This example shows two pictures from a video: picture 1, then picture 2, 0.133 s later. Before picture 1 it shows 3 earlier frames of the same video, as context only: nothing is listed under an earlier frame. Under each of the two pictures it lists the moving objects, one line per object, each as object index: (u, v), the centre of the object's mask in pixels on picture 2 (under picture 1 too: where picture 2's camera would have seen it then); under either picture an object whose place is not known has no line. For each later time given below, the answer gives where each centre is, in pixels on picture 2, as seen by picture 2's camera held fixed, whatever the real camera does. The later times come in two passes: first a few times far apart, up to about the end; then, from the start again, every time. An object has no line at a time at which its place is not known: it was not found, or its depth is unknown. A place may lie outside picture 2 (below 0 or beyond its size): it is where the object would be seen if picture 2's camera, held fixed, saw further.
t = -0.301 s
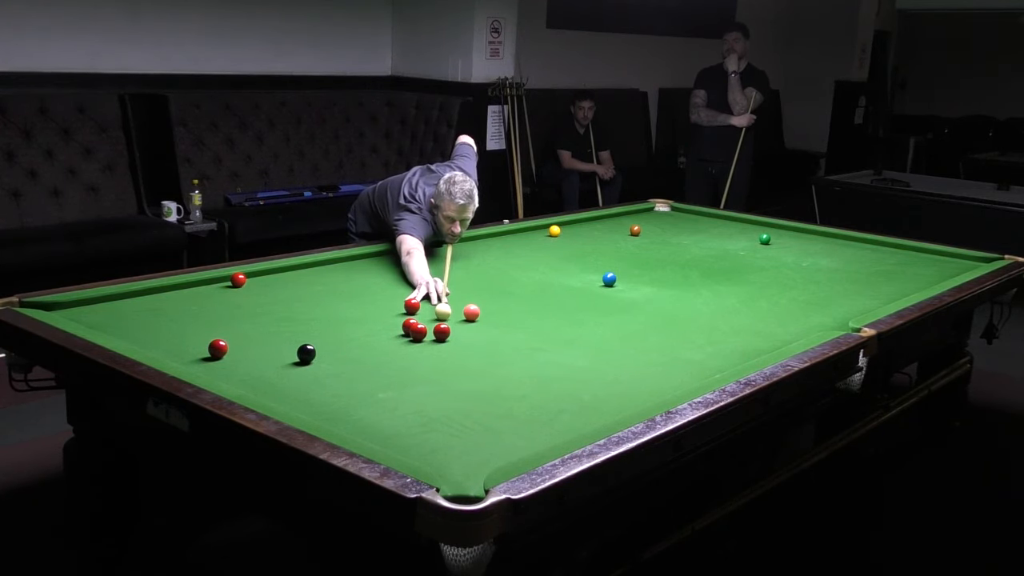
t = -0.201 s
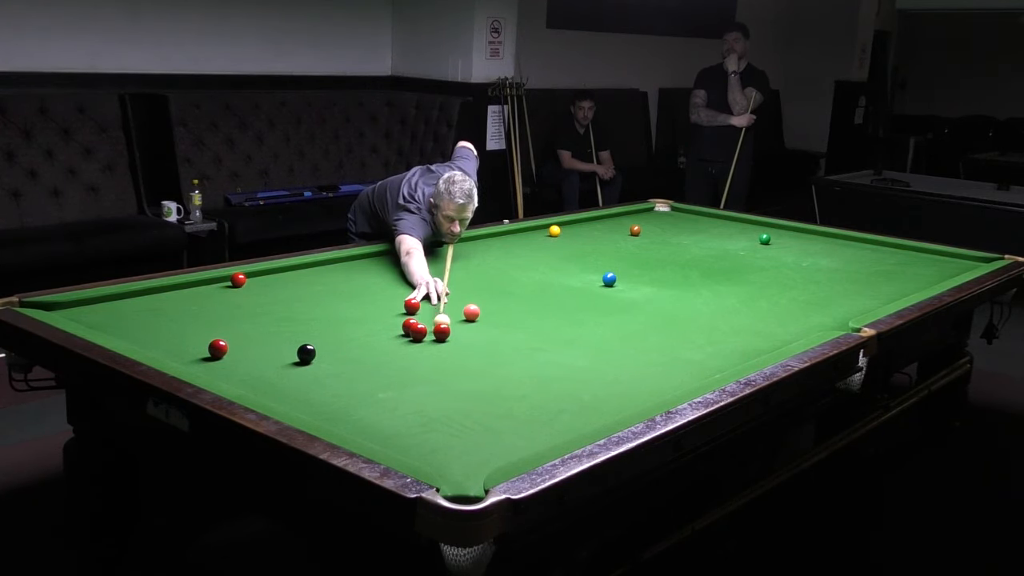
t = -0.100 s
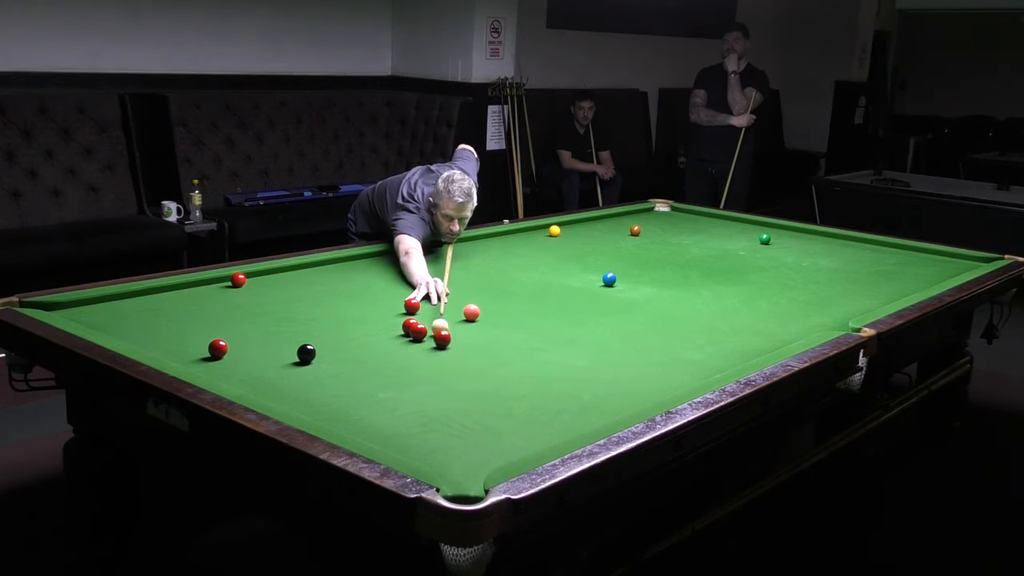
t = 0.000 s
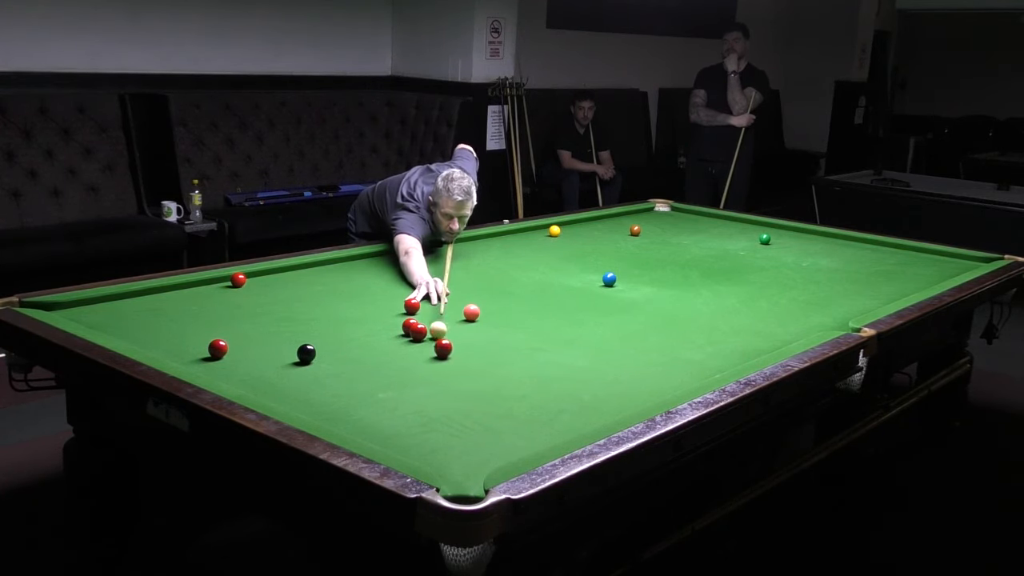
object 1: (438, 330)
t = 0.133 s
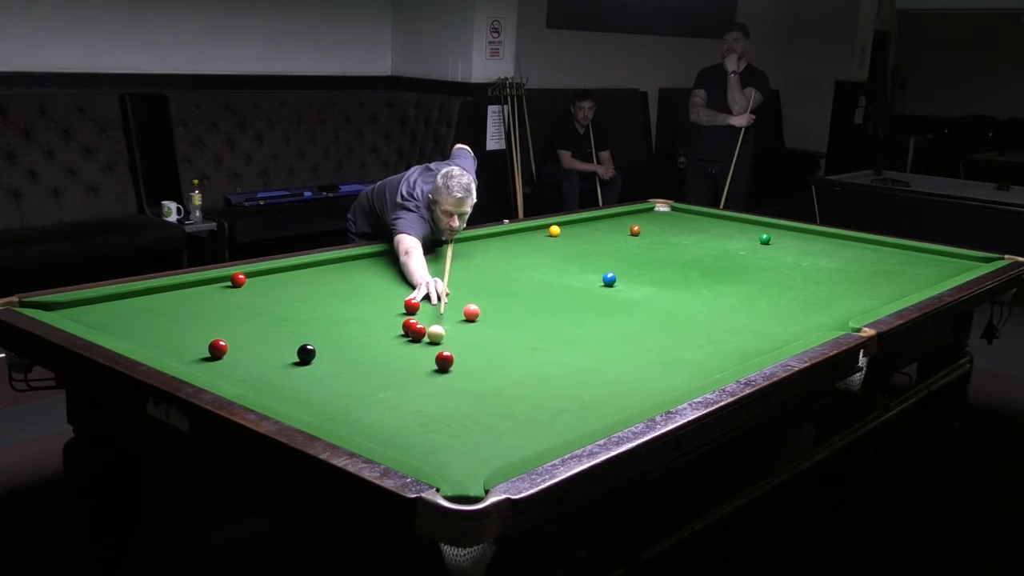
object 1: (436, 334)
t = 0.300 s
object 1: (435, 338)
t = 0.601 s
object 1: (433, 346)
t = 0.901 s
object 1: (430, 353)
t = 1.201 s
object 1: (427, 360)
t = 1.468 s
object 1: (425, 366)
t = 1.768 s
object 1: (423, 372)
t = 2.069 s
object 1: (420, 378)
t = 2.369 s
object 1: (417, 382)
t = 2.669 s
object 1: (415, 386)
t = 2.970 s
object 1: (413, 388)
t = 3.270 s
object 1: (412, 390)
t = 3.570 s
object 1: (413, 391)
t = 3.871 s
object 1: (413, 391)
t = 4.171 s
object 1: (413, 391)
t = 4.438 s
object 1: (412, 391)
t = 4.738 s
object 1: (412, 391)
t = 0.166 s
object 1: (436, 334)
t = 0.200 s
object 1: (435, 335)
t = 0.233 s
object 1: (435, 336)
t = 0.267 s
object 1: (435, 337)
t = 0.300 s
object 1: (435, 338)
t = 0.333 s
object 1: (434, 339)
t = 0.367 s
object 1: (434, 340)
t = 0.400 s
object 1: (434, 341)
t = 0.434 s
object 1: (434, 342)
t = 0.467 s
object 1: (434, 342)
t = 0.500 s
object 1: (434, 343)
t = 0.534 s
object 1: (433, 344)
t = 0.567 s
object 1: (433, 345)
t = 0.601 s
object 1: (433, 346)
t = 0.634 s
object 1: (432, 347)
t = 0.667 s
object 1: (432, 347)
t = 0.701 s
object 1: (432, 348)
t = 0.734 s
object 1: (432, 349)
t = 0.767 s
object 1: (431, 350)
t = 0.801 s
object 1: (431, 351)
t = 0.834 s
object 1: (431, 352)
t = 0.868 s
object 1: (430, 353)
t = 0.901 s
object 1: (430, 353)
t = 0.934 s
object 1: (430, 354)
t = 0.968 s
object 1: (429, 355)
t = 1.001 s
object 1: (429, 356)
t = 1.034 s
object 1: (429, 357)
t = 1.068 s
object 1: (429, 357)
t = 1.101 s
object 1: (428, 358)
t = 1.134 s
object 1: (428, 359)
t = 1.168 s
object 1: (428, 359)
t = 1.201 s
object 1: (427, 360)
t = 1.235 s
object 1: (427, 361)
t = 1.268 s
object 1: (427, 362)
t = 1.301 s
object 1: (427, 363)
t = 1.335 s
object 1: (426, 363)
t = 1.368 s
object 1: (426, 364)
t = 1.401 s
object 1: (426, 365)
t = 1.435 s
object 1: (425, 366)
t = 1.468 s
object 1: (425, 366)
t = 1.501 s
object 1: (425, 367)
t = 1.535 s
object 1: (425, 368)
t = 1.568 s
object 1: (424, 368)
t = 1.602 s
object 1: (424, 369)
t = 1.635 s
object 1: (424, 370)
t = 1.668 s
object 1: (423, 371)
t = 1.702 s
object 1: (423, 371)
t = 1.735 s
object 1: (423, 372)
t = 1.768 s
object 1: (423, 372)
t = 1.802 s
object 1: (422, 373)
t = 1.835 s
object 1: (422, 374)
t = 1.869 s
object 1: (422, 374)
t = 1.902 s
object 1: (422, 375)
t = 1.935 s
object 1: (421, 375)
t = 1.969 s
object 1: (421, 376)
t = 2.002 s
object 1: (421, 376)
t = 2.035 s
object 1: (420, 377)
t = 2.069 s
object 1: (420, 378)
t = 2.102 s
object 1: (420, 378)
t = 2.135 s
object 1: (419, 378)
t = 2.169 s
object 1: (419, 379)
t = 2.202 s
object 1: (419, 380)
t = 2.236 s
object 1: (418, 380)
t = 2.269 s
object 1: (418, 381)
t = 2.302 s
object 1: (418, 381)
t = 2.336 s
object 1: (417, 381)
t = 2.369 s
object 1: (417, 382)
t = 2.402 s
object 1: (417, 382)
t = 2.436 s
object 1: (417, 383)
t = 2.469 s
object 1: (416, 383)
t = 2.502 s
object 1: (416, 383)
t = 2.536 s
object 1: (416, 384)
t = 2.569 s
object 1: (415, 384)
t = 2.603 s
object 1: (415, 385)
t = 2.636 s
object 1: (415, 385)
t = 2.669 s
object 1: (415, 386)
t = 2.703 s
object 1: (415, 386)
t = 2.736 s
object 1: (415, 386)
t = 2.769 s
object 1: (414, 387)
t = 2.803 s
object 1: (414, 387)
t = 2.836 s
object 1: (414, 387)
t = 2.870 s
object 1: (414, 388)
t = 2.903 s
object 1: (413, 388)
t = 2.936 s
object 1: (413, 388)
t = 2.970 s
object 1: (413, 388)
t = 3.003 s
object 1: (413, 388)
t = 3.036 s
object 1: (413, 389)
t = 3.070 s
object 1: (413, 389)
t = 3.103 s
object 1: (413, 389)
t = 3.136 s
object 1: (413, 389)
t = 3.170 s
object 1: (413, 390)
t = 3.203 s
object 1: (412, 390)
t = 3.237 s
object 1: (412, 390)
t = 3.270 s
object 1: (412, 390)
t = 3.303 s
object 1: (412, 390)
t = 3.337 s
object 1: (412, 390)
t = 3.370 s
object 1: (412, 391)
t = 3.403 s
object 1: (412, 390)
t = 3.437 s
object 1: (412, 391)
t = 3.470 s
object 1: (412, 391)
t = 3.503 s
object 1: (413, 391)
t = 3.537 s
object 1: (413, 391)
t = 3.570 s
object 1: (413, 391)
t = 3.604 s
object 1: (413, 391)
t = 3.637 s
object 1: (413, 391)
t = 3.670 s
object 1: (413, 391)
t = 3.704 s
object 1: (413, 391)
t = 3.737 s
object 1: (413, 391)
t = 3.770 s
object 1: (413, 391)
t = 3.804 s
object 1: (413, 391)
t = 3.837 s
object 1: (413, 391)
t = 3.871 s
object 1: (413, 391)
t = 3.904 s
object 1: (413, 391)
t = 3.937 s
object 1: (413, 391)
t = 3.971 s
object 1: (412, 391)
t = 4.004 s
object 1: (413, 391)
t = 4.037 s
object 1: (412, 391)
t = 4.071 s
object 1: (413, 391)
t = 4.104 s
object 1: (412, 391)
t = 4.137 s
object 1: (413, 391)
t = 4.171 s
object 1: (413, 391)
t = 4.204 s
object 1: (413, 391)
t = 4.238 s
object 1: (413, 391)
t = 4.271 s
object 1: (412, 391)
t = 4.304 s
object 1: (413, 391)
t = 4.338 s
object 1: (412, 391)
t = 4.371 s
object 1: (412, 391)
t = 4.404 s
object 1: (412, 391)
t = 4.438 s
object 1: (412, 391)
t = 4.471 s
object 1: (412, 391)
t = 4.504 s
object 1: (412, 391)
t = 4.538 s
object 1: (412, 391)
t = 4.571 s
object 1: (412, 391)
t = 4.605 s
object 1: (412, 391)
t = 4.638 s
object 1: (412, 391)
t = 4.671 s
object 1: (412, 391)
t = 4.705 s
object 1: (412, 391)
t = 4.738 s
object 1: (412, 391)
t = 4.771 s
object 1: (412, 391)
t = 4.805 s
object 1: (412, 391)
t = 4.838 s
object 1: (412, 391)
